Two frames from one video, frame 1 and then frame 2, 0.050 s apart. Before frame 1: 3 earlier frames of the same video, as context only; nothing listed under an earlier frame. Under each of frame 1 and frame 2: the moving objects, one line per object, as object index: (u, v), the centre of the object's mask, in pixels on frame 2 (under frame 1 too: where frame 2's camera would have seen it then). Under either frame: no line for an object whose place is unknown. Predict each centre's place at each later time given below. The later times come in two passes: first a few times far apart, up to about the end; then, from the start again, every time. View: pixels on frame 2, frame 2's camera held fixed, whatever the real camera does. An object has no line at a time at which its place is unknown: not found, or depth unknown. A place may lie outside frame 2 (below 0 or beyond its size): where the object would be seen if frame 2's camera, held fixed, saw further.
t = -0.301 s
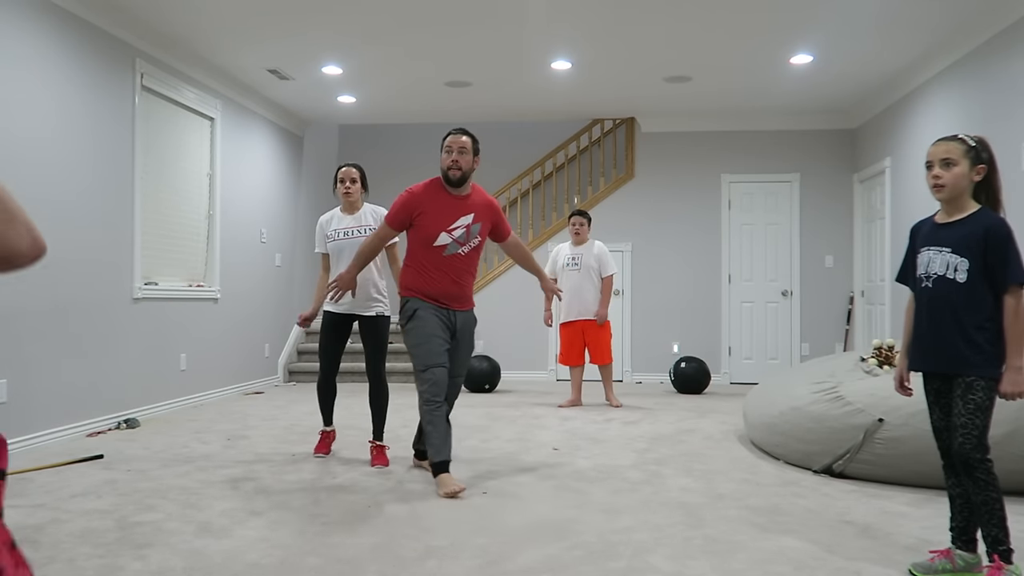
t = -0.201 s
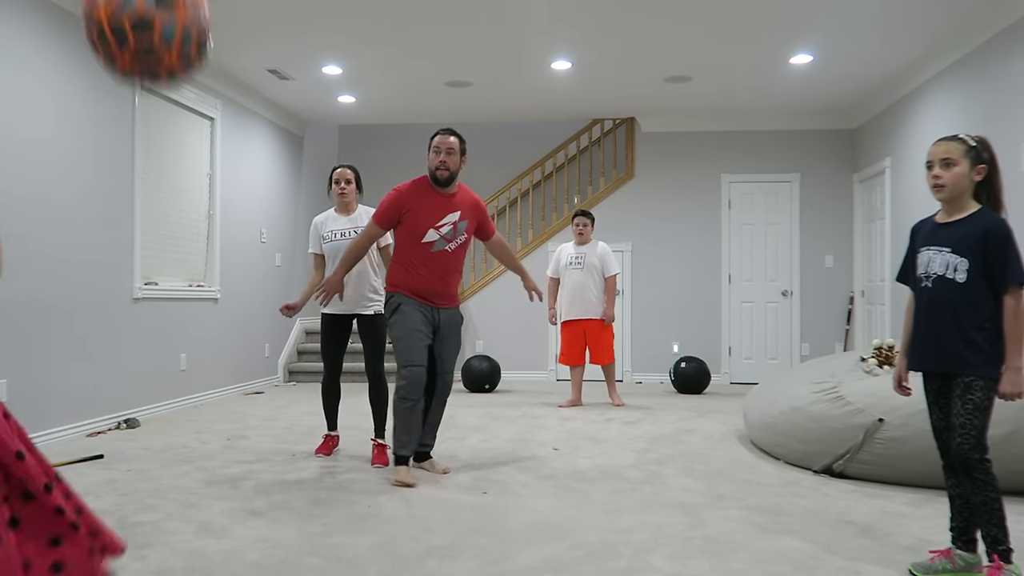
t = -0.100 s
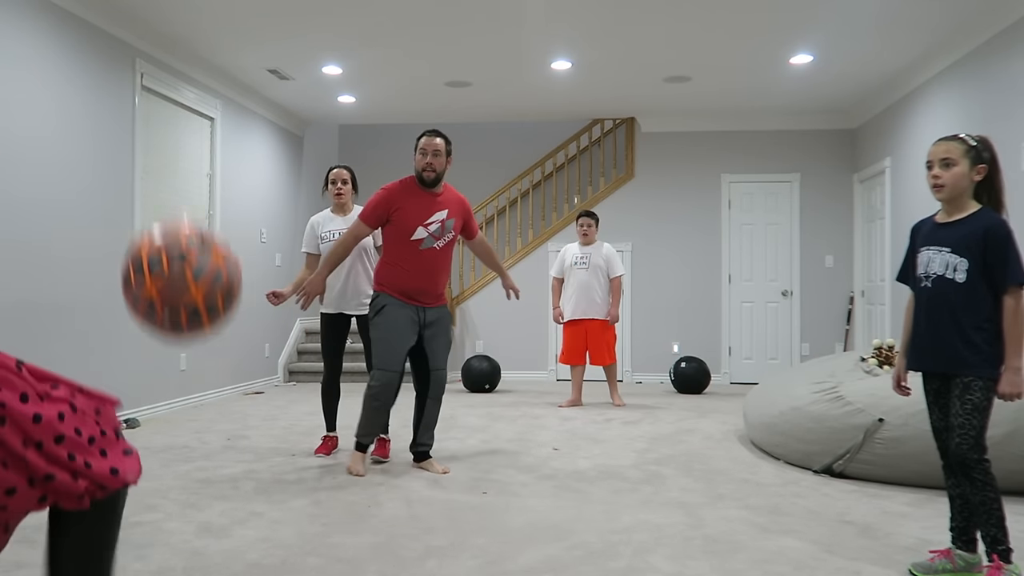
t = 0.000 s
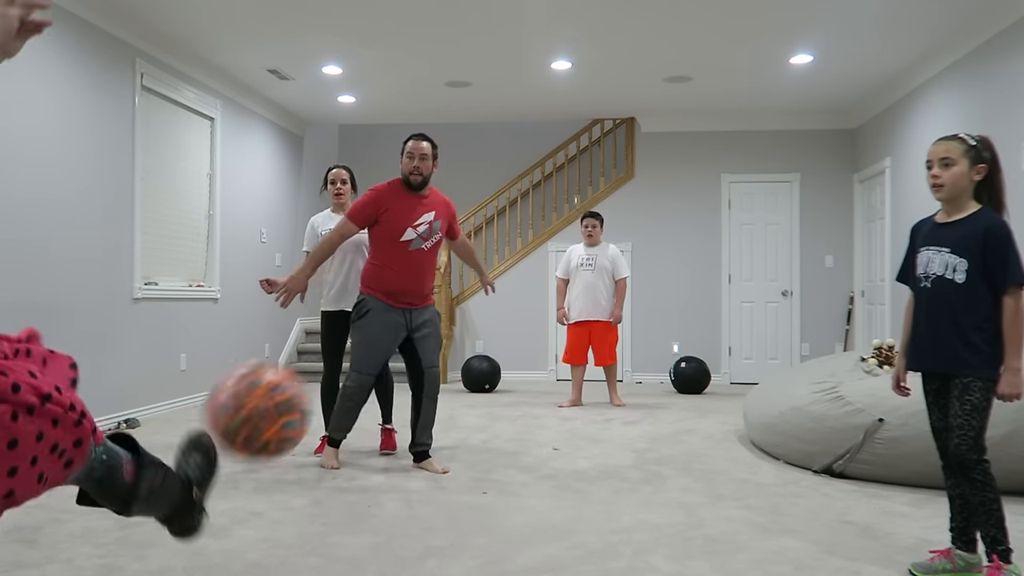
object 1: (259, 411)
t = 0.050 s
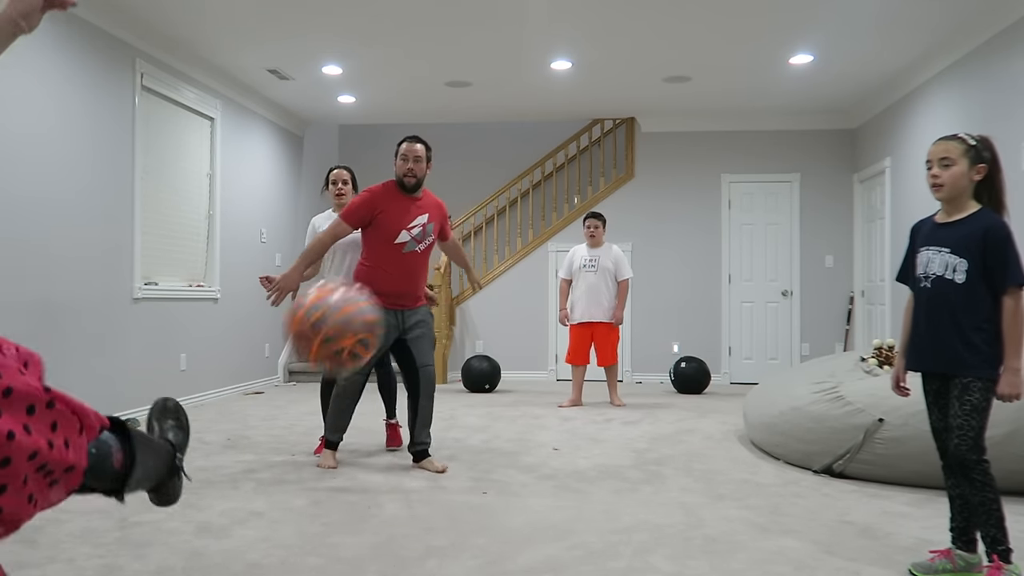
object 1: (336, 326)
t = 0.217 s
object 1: (522, 178)
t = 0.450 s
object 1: (686, 177)
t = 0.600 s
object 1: (759, 248)
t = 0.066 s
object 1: (358, 305)
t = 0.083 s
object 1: (378, 284)
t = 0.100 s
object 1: (396, 264)
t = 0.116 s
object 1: (417, 246)
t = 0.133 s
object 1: (437, 229)
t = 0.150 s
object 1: (456, 215)
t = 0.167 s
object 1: (474, 203)
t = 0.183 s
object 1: (490, 194)
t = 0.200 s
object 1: (506, 185)
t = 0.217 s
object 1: (522, 178)
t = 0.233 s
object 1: (536, 171)
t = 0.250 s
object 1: (551, 166)
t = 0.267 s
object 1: (565, 162)
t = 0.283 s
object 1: (578, 160)
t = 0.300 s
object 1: (589, 157)
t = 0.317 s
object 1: (603, 156)
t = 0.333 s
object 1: (613, 156)
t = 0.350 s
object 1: (625, 156)
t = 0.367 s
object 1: (636, 158)
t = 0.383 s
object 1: (647, 161)
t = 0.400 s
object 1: (658, 164)
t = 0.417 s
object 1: (668, 168)
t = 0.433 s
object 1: (677, 172)
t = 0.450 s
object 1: (686, 177)
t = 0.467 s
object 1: (695, 183)
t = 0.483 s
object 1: (704, 189)
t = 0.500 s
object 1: (712, 196)
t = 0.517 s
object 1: (721, 204)
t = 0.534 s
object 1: (729, 212)
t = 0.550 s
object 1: (737, 220)
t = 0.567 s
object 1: (744, 229)
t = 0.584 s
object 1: (752, 239)
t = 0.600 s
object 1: (759, 248)
